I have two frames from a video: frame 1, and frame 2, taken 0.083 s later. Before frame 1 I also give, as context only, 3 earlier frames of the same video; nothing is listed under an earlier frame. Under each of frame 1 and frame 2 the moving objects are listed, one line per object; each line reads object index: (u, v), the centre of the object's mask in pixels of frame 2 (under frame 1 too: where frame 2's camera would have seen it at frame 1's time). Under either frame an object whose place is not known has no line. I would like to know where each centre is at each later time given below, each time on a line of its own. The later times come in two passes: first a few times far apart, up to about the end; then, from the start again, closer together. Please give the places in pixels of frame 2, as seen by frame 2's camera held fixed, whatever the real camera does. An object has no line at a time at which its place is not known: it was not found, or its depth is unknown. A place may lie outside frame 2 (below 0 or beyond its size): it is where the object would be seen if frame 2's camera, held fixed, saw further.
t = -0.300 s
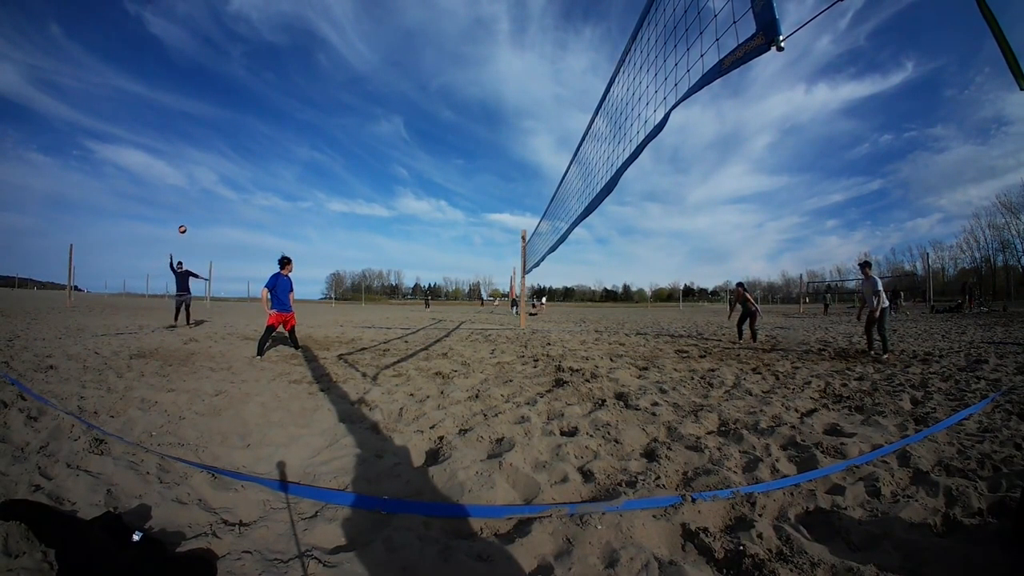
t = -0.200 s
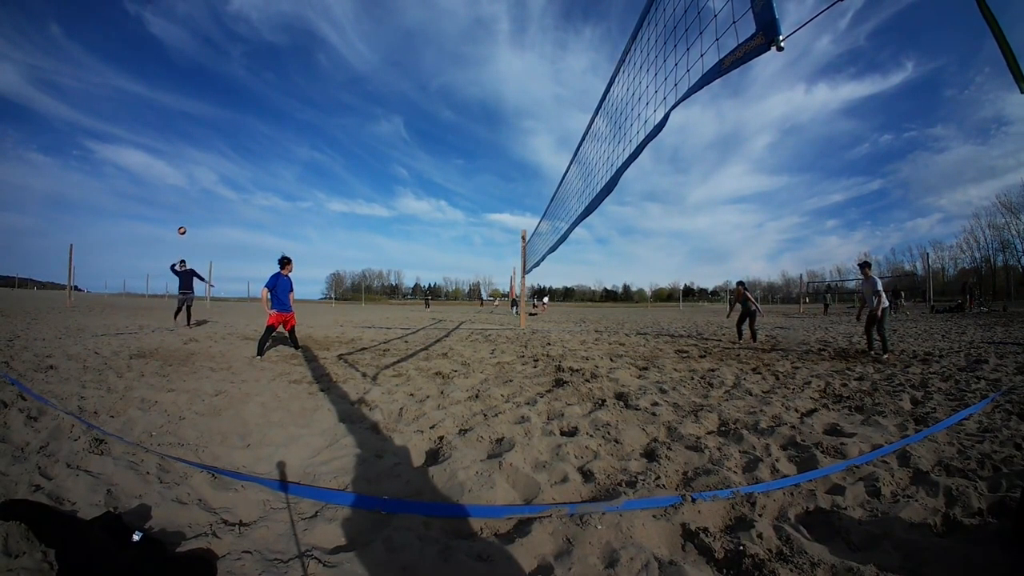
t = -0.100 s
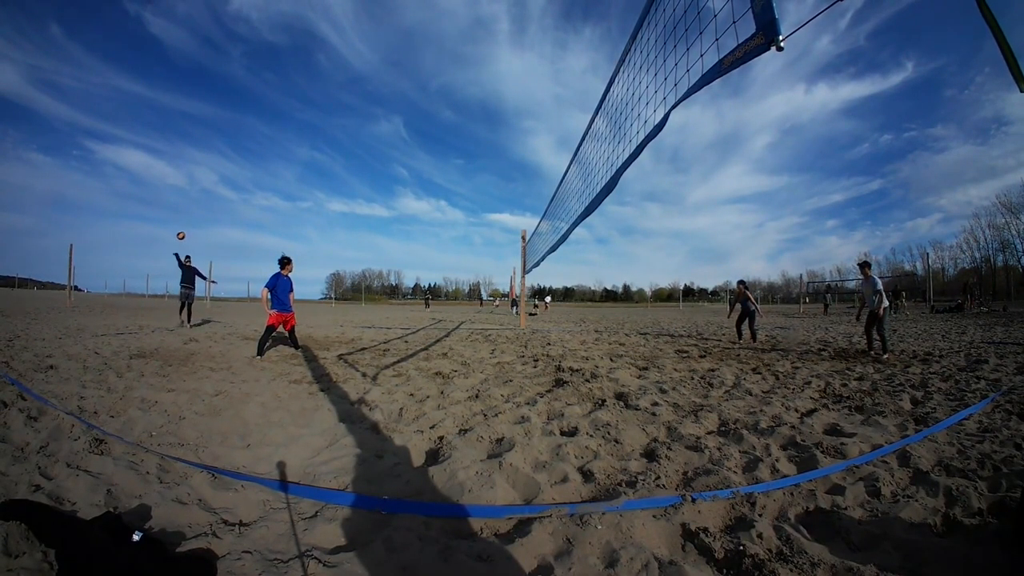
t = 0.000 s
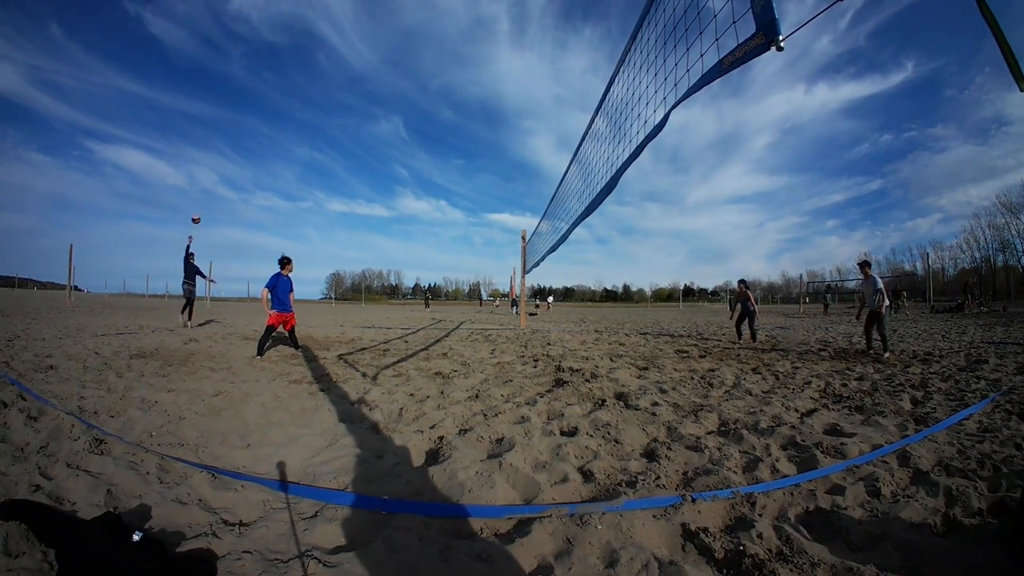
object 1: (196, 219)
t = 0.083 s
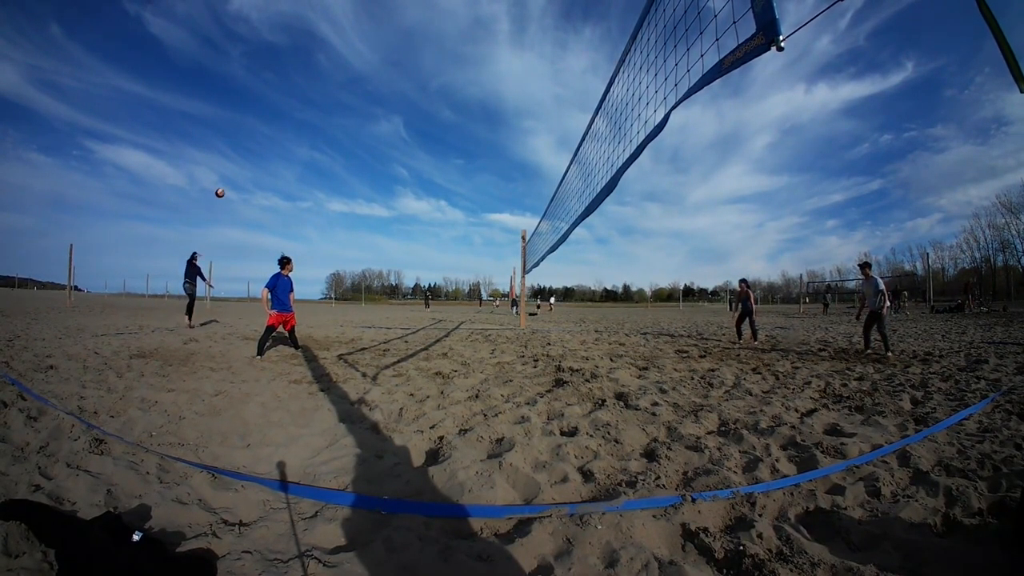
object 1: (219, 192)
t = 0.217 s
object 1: (267, 149)
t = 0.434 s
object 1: (380, 81)
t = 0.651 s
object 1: (545, 34)
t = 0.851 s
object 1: (738, 36)
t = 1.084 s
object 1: (943, 118)
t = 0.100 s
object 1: (225, 187)
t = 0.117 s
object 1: (230, 182)
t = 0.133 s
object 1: (236, 176)
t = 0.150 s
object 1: (242, 171)
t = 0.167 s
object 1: (248, 165)
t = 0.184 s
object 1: (254, 160)
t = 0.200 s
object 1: (261, 155)
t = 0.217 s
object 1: (267, 149)
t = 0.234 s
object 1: (274, 143)
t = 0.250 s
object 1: (282, 138)
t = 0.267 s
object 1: (289, 133)
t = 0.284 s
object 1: (297, 127)
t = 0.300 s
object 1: (305, 122)
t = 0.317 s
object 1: (313, 116)
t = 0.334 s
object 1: (322, 110)
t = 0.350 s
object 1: (330, 106)
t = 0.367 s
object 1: (340, 100)
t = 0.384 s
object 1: (350, 95)
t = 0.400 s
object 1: (359, 90)
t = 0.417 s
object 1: (370, 85)
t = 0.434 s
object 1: (380, 81)
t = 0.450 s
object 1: (391, 76)
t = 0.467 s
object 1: (402, 72)
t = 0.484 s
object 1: (413, 67)
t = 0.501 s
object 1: (425, 63)
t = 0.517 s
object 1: (437, 59)
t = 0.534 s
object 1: (450, 56)
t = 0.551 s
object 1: (462, 52)
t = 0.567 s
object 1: (475, 48)
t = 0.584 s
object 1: (488, 45)
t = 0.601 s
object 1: (502, 42)
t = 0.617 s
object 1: (516, 40)
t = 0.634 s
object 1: (530, 37)
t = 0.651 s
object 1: (545, 34)
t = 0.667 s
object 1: (560, 33)
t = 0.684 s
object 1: (576, 31)
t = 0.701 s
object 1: (591, 30)
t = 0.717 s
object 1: (607, 29)
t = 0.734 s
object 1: (623, 28)
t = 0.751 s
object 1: (640, 29)
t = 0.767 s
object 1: (656, 29)
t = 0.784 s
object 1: (673, 29)
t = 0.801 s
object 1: (689, 30)
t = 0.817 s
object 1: (706, 32)
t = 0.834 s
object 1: (723, 34)
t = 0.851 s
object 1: (738, 36)
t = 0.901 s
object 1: (789, 49)
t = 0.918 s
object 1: (804, 53)
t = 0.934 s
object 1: (820, 58)
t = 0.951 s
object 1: (835, 63)
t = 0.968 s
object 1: (850, 69)
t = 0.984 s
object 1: (864, 75)
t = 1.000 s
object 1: (879, 81)
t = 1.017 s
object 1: (892, 88)
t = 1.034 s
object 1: (906, 95)
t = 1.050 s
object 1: (919, 103)
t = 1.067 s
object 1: (931, 110)
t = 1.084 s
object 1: (943, 118)
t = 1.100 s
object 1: (955, 126)
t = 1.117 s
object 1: (965, 134)
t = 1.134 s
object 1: (976, 143)
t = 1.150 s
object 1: (986, 151)
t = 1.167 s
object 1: (996, 160)
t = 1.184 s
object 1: (1005, 169)
